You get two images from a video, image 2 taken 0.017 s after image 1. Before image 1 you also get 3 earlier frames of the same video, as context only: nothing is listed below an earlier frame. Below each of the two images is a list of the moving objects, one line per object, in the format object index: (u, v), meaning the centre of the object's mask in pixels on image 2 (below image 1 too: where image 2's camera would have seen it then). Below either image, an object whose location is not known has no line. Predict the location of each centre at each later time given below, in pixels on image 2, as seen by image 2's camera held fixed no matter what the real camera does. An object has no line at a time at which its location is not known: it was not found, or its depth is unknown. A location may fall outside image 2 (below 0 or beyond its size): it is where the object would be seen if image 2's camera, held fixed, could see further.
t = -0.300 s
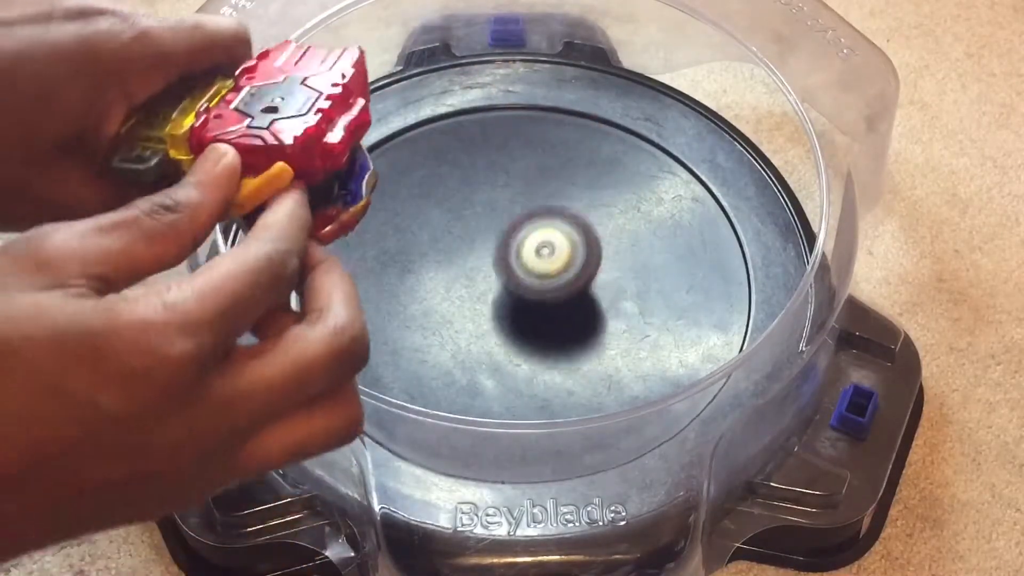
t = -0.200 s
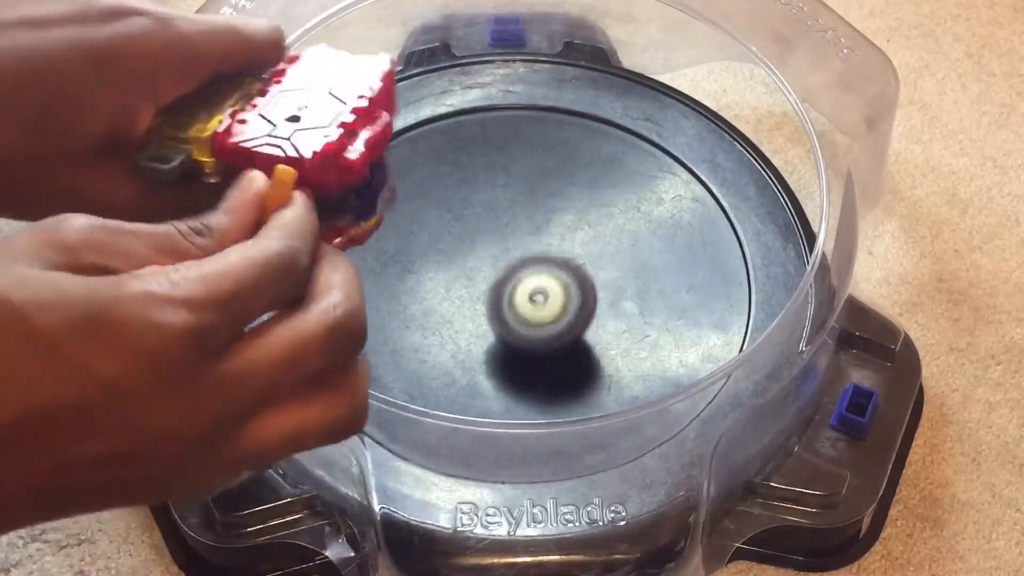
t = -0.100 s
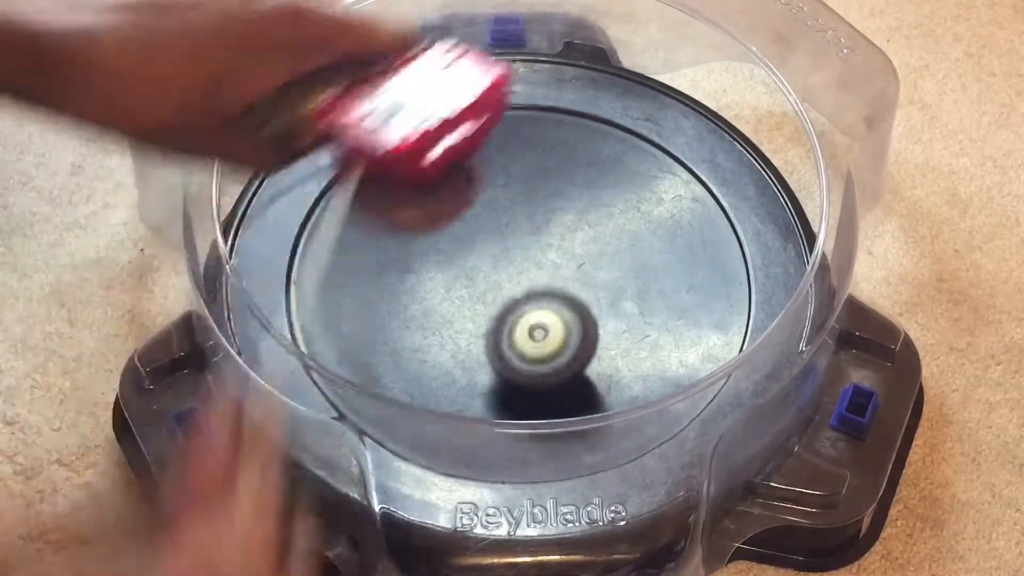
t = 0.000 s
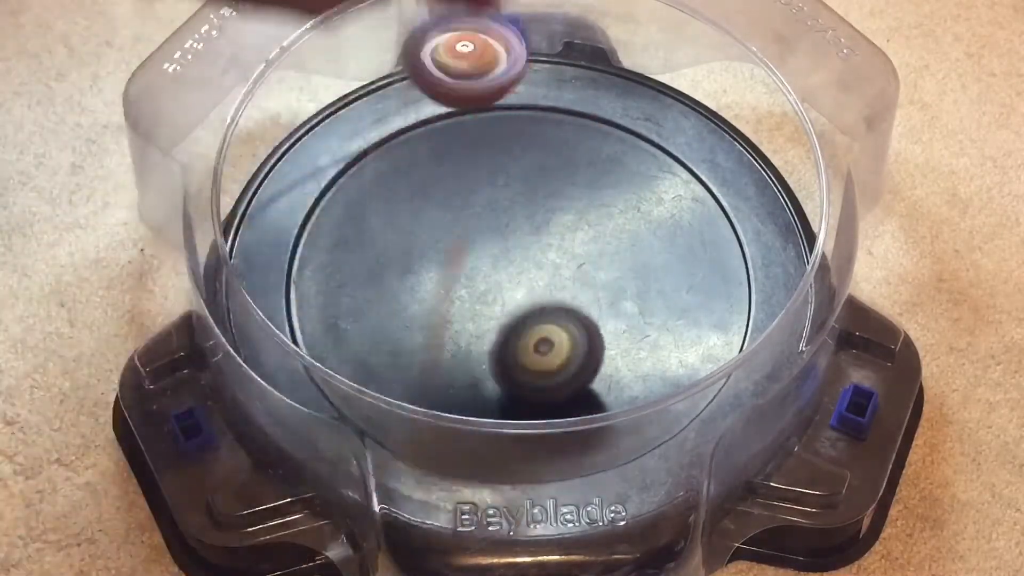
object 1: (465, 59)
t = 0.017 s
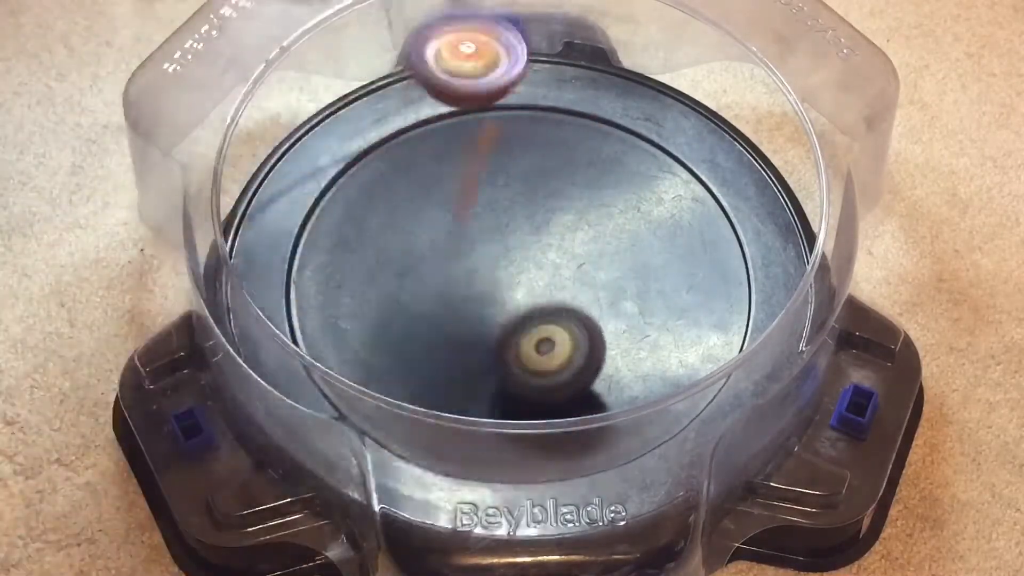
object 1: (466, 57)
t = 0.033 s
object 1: (469, 61)
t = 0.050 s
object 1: (472, 65)
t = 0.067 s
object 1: (477, 69)
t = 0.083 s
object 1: (481, 75)
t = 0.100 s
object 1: (484, 83)
